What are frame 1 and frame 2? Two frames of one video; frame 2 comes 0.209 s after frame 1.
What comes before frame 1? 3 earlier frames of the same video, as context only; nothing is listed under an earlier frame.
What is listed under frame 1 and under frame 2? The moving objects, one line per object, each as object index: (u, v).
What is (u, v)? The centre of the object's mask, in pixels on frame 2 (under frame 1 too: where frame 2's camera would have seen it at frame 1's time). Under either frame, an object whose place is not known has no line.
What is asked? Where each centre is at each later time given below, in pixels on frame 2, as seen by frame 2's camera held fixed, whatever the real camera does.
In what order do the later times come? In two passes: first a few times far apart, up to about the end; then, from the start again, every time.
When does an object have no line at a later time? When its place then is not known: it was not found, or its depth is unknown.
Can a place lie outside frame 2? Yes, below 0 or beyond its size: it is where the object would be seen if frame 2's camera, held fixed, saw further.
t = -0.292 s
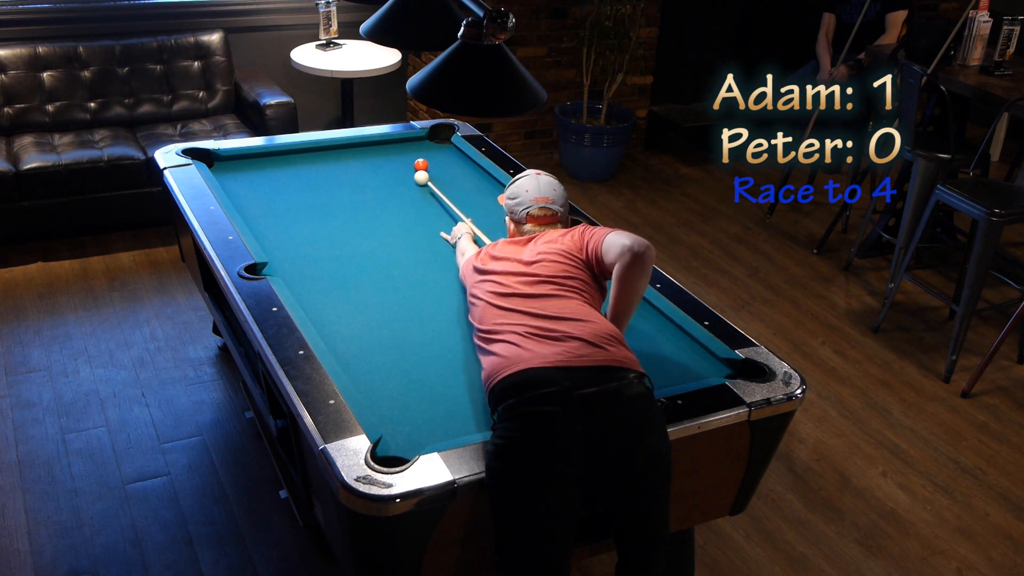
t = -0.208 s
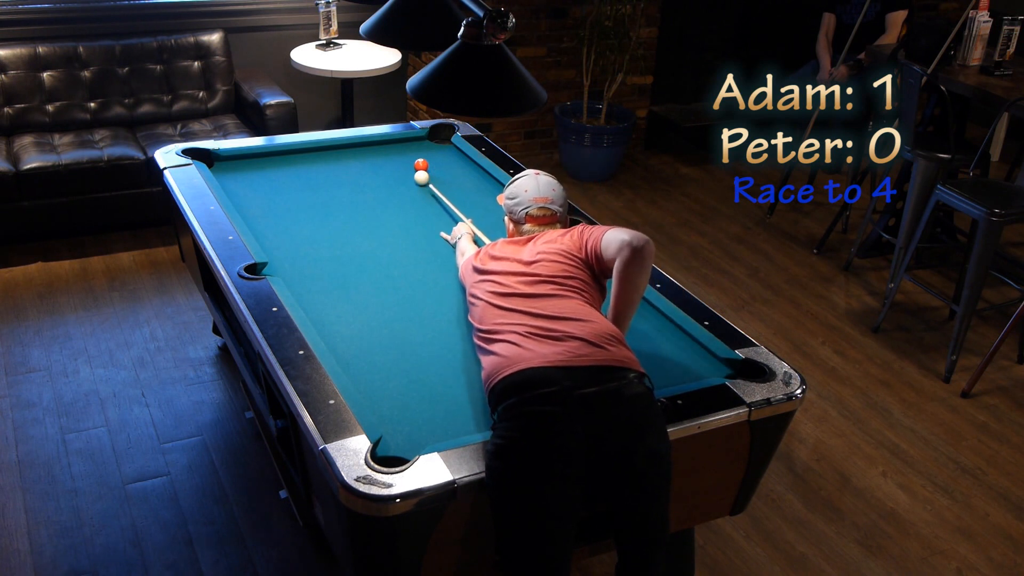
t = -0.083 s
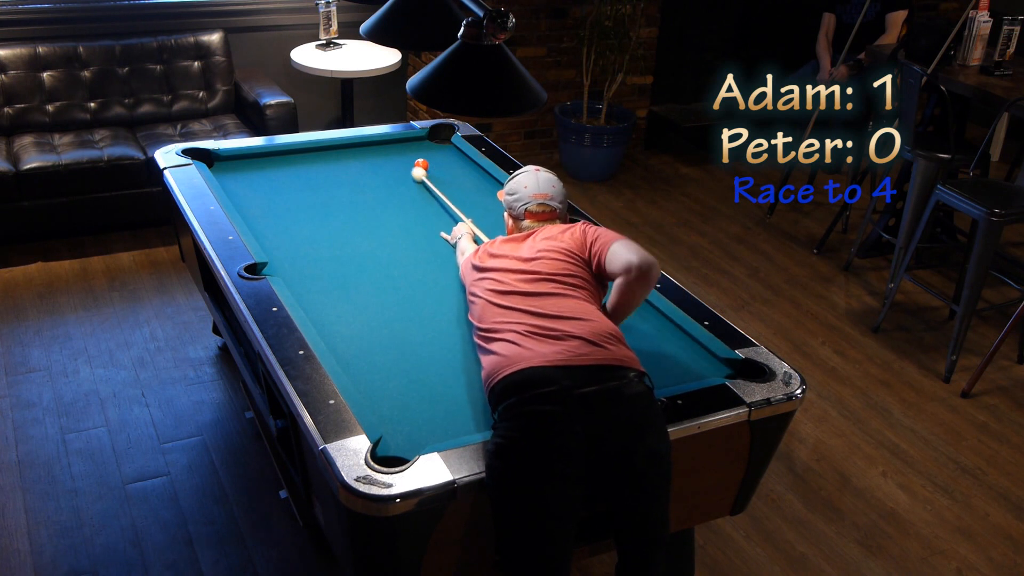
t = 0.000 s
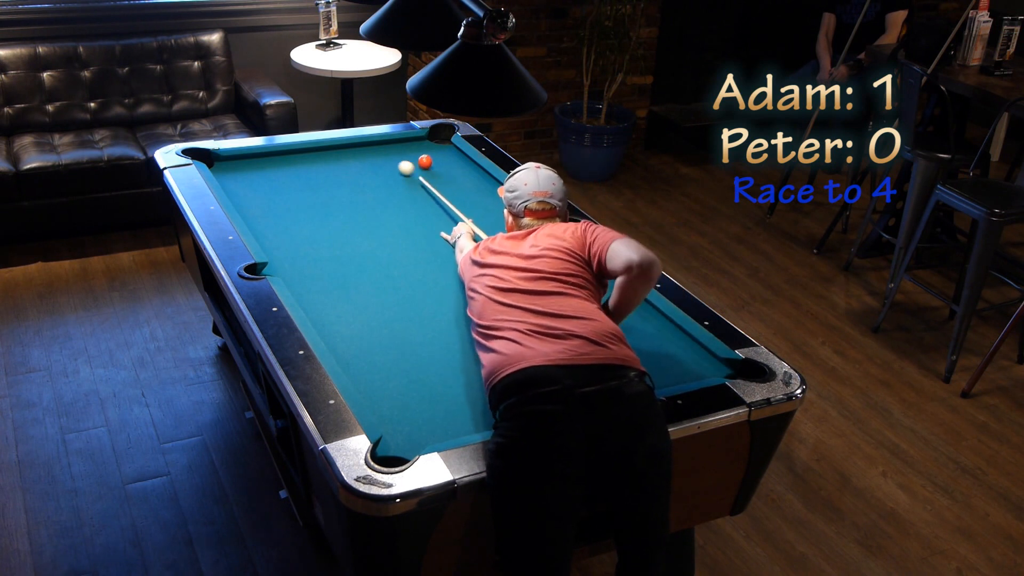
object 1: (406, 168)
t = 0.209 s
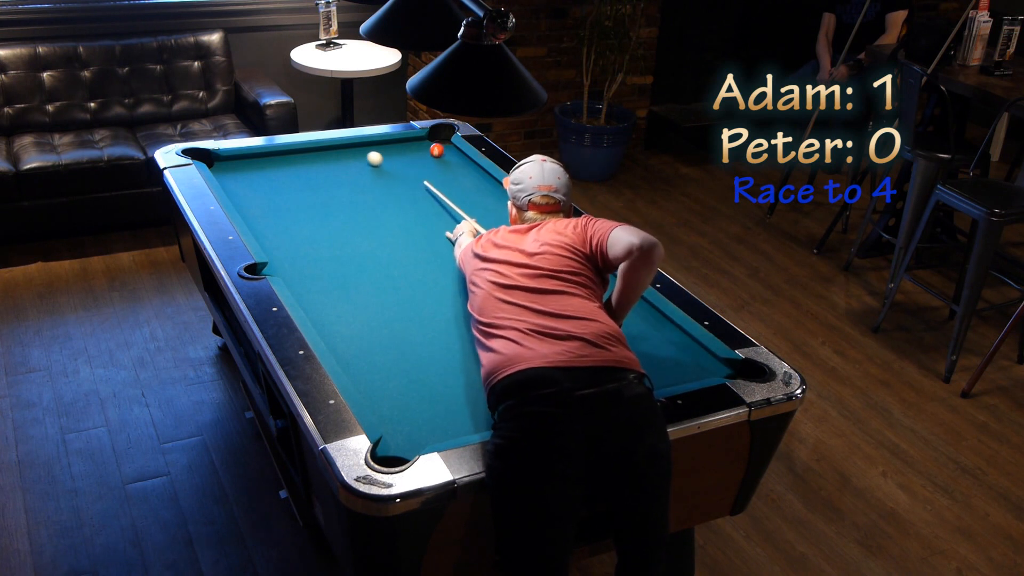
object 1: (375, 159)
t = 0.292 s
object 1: (362, 155)
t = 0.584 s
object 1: (333, 151)
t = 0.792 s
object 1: (327, 157)
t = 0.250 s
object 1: (368, 157)
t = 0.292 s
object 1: (362, 155)
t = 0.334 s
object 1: (356, 153)
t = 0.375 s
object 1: (350, 152)
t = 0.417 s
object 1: (345, 150)
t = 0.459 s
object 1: (339, 148)
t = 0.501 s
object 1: (336, 148)
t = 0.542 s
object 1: (335, 150)
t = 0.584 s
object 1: (333, 151)
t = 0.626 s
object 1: (332, 152)
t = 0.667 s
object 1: (331, 154)
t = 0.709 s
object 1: (330, 155)
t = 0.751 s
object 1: (329, 156)
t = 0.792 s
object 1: (327, 157)
